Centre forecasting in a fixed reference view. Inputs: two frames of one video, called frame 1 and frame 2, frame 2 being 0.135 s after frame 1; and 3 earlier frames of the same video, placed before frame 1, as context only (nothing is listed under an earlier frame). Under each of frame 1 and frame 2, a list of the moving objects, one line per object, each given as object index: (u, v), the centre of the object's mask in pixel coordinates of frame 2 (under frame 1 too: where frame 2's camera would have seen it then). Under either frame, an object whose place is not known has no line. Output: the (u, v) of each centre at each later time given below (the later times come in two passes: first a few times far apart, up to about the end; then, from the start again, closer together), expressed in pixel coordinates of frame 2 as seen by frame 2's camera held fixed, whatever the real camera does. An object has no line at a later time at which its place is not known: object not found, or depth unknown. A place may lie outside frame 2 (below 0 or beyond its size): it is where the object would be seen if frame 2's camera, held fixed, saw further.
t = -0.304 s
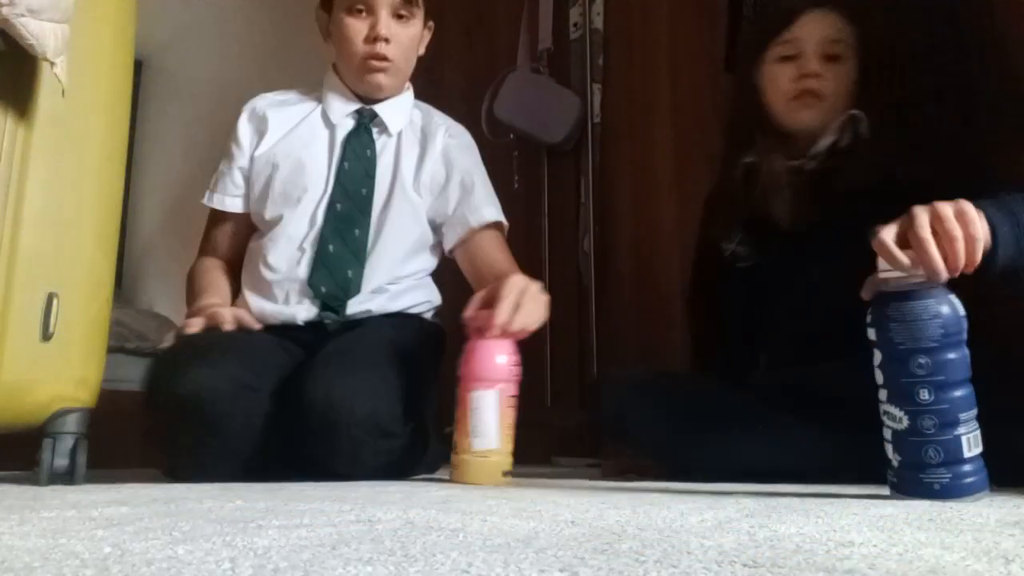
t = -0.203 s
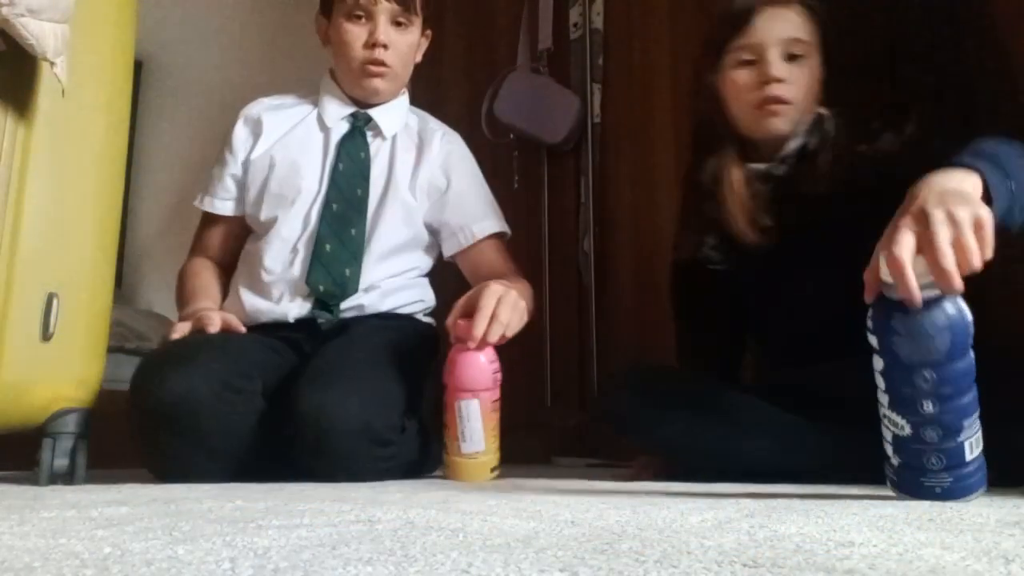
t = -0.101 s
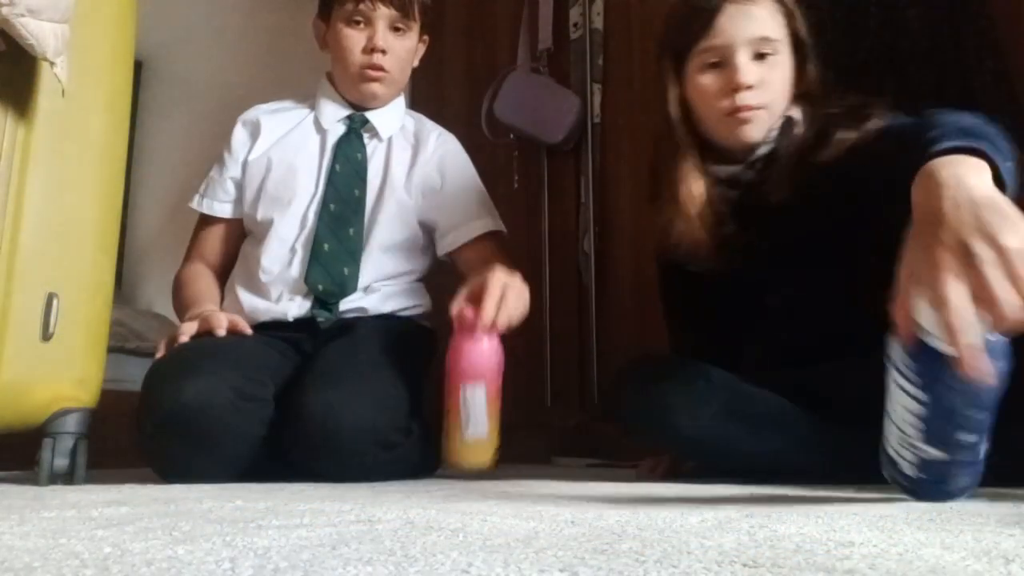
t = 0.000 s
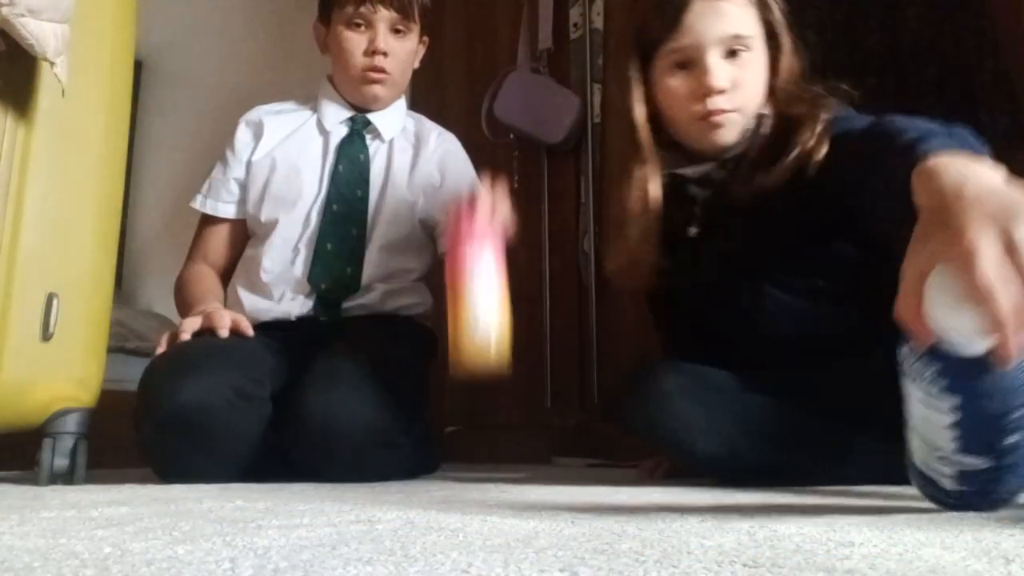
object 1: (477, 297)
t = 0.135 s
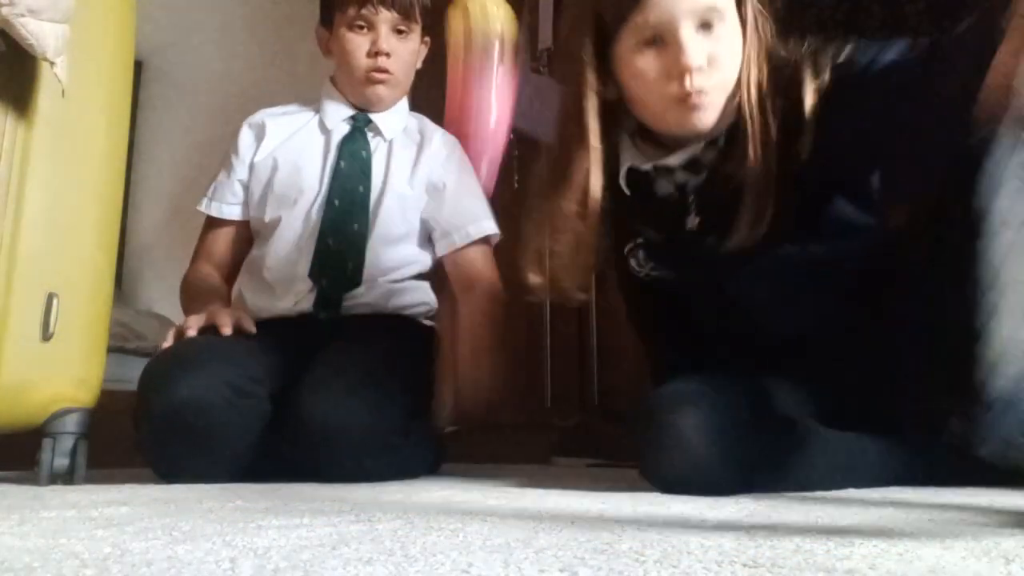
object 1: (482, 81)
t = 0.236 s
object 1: (472, 33)
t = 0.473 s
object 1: (492, 166)
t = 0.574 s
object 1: (491, 417)
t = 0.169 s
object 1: (482, 38)
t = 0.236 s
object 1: (472, 33)
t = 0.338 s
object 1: (452, 42)
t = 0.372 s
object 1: (459, 71)
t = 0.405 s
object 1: (473, 81)
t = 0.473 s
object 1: (492, 166)
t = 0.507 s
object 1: (495, 304)
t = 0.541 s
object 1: (481, 379)
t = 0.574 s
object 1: (491, 417)
